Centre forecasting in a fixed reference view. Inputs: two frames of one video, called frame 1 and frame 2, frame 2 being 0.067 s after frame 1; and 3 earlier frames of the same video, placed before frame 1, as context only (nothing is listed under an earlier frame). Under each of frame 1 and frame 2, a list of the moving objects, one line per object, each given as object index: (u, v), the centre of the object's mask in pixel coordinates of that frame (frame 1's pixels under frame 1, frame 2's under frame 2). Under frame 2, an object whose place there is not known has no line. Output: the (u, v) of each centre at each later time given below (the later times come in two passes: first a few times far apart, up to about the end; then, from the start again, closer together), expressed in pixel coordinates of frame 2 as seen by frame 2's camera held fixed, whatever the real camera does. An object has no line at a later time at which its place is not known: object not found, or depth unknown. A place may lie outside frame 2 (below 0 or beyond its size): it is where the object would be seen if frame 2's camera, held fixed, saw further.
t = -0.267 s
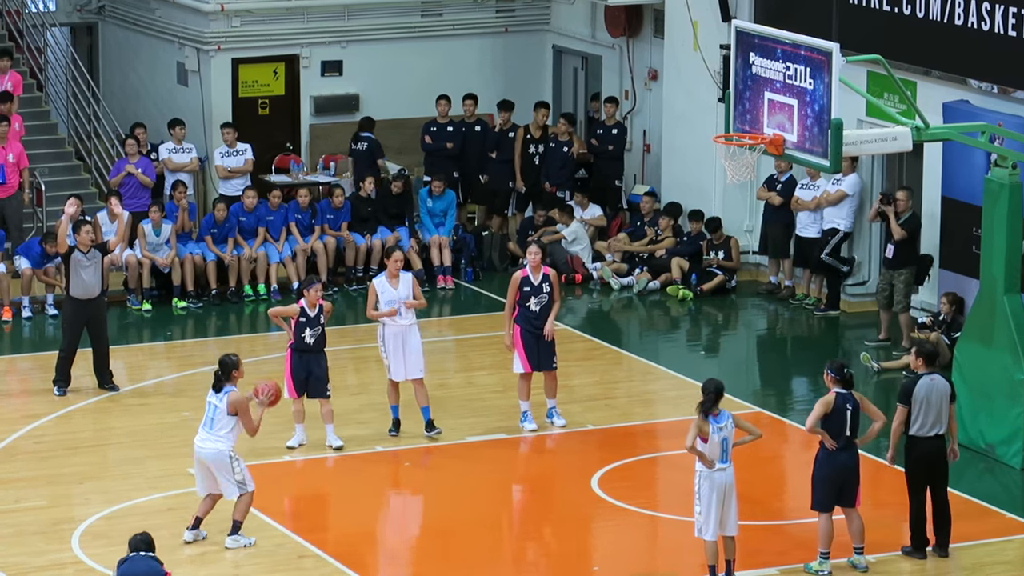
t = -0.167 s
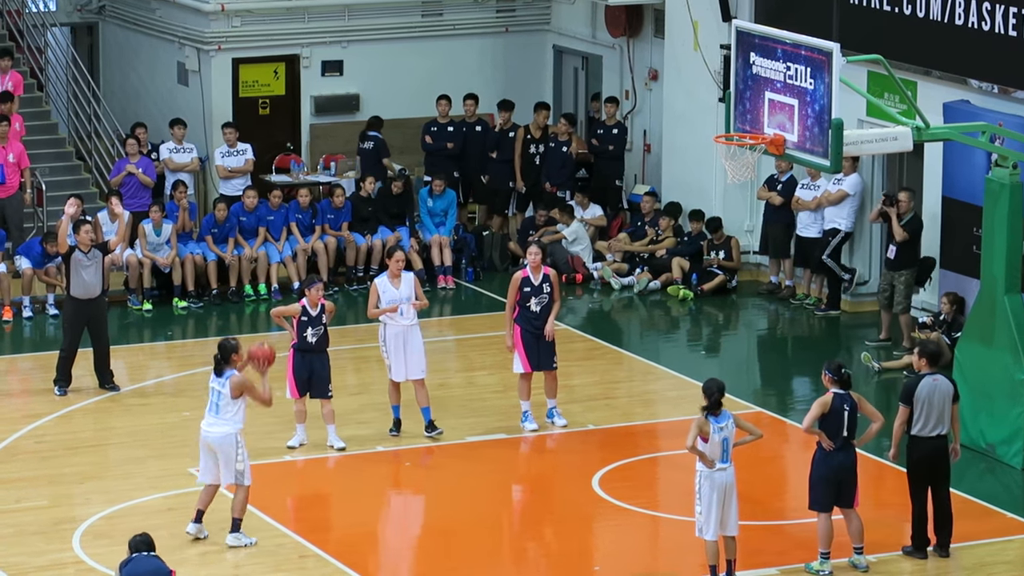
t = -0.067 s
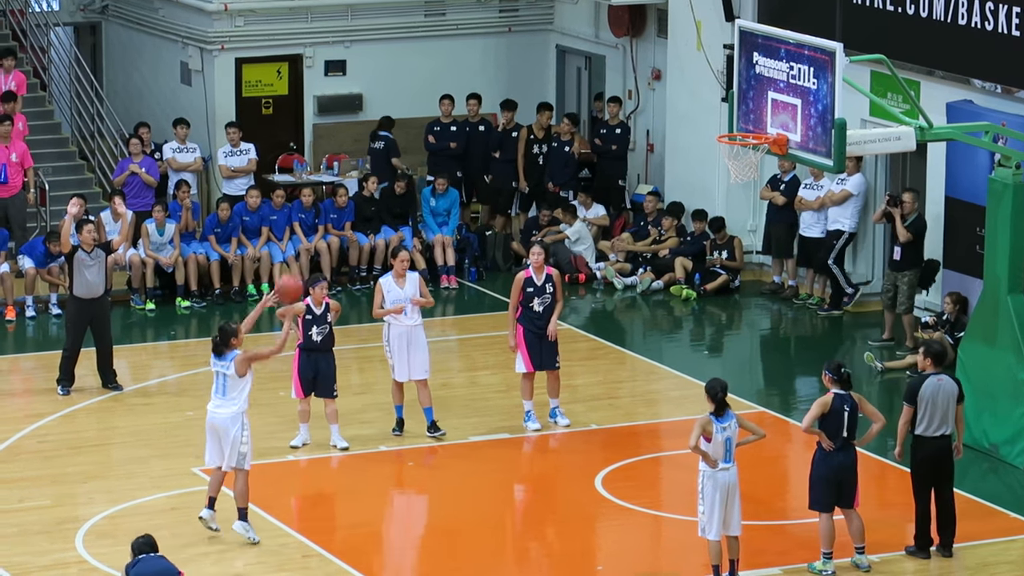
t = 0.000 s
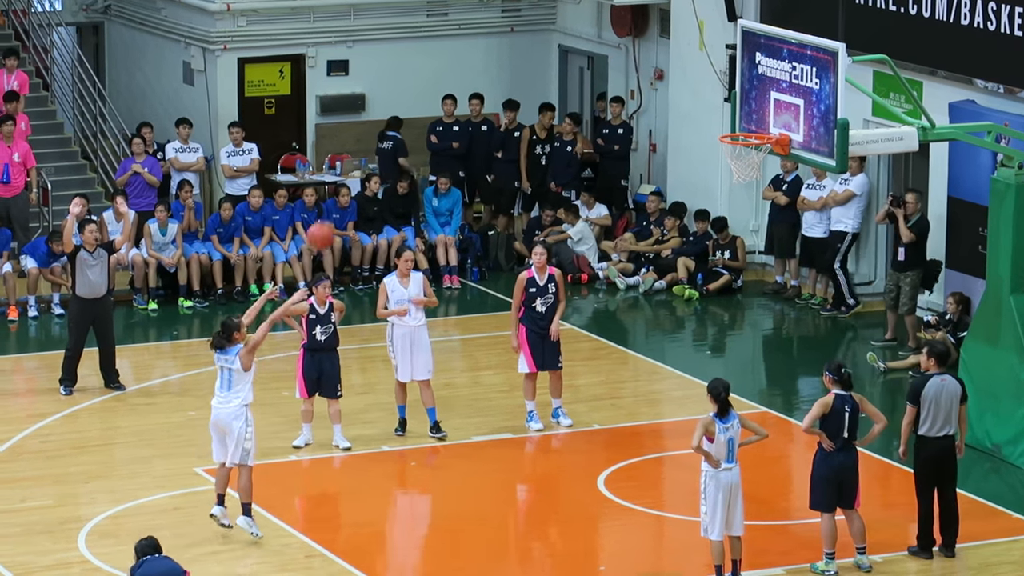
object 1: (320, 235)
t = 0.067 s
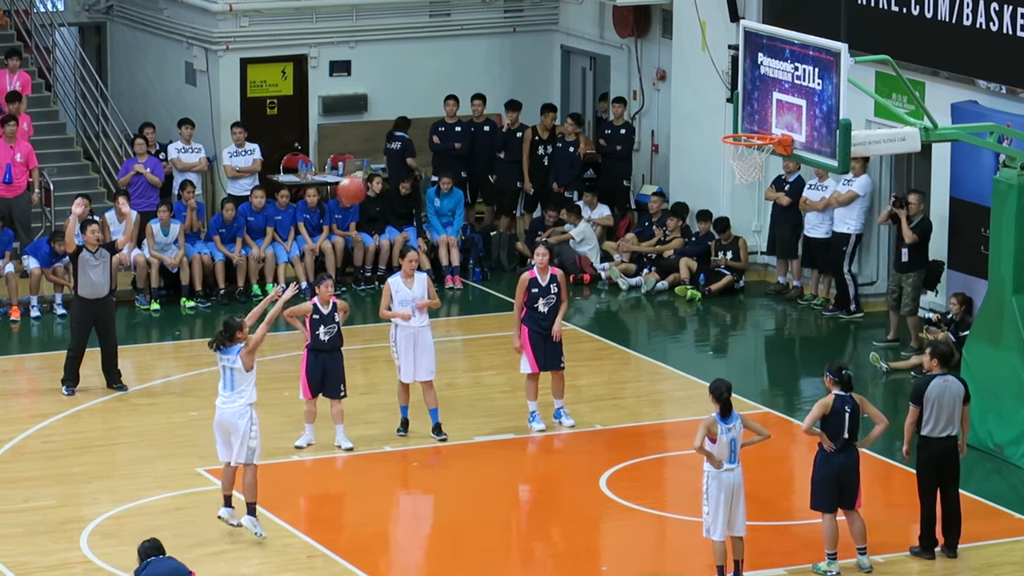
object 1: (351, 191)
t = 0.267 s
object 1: (438, 80)
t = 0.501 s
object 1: (535, 12)
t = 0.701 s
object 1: (617, 7)
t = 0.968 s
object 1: (720, 64)
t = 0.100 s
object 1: (367, 167)
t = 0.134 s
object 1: (381, 148)
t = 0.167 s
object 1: (395, 129)
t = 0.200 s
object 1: (410, 113)
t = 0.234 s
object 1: (424, 95)
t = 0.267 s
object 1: (438, 80)
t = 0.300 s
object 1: (452, 66)
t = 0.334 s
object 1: (466, 54)
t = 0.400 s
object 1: (494, 33)
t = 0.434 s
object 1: (508, 25)
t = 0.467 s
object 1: (521, 18)
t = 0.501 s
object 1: (535, 12)
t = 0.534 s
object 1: (549, 9)
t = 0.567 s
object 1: (563, 7)
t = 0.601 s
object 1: (576, 6)
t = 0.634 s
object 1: (590, 6)
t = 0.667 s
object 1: (603, 6)
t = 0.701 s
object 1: (617, 7)
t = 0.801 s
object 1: (656, 17)
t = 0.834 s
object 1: (668, 24)
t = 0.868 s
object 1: (681, 33)
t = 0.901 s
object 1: (694, 42)
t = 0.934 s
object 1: (707, 52)
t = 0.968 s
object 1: (720, 64)
